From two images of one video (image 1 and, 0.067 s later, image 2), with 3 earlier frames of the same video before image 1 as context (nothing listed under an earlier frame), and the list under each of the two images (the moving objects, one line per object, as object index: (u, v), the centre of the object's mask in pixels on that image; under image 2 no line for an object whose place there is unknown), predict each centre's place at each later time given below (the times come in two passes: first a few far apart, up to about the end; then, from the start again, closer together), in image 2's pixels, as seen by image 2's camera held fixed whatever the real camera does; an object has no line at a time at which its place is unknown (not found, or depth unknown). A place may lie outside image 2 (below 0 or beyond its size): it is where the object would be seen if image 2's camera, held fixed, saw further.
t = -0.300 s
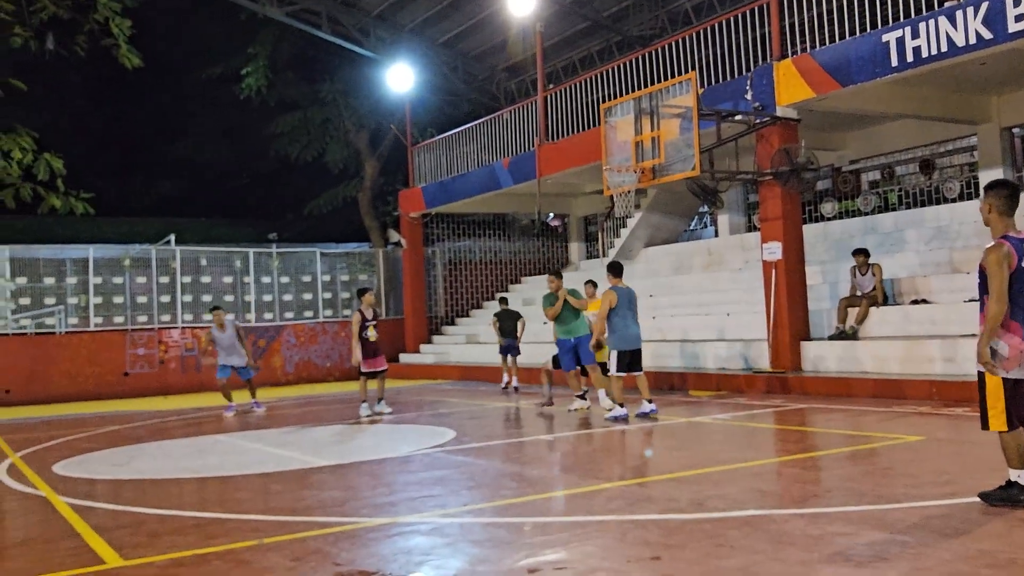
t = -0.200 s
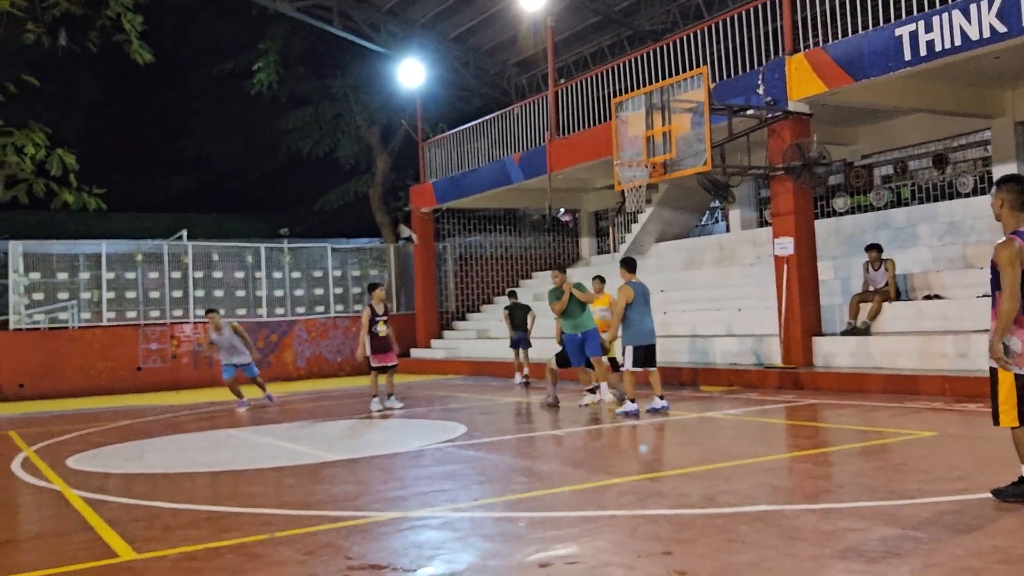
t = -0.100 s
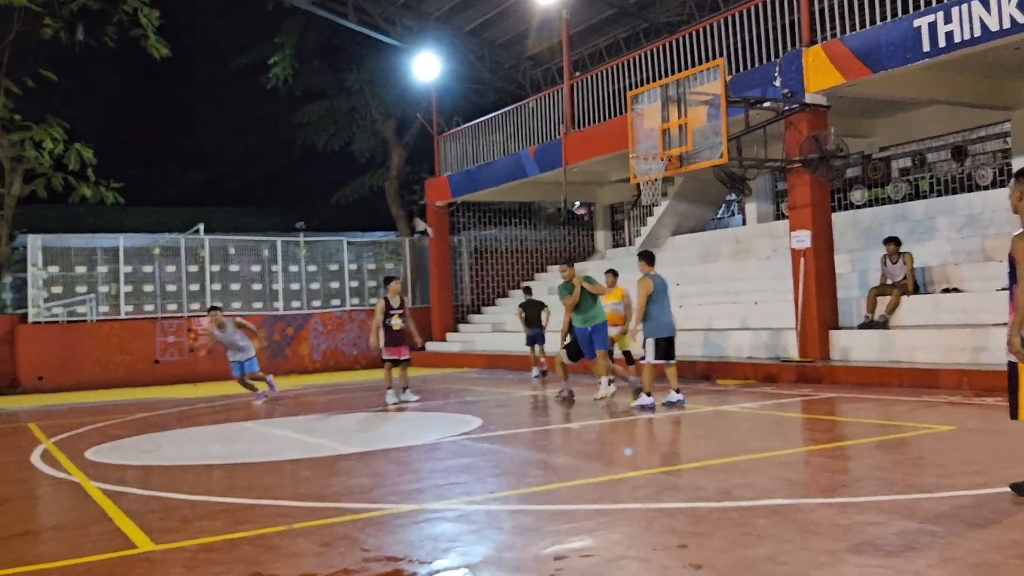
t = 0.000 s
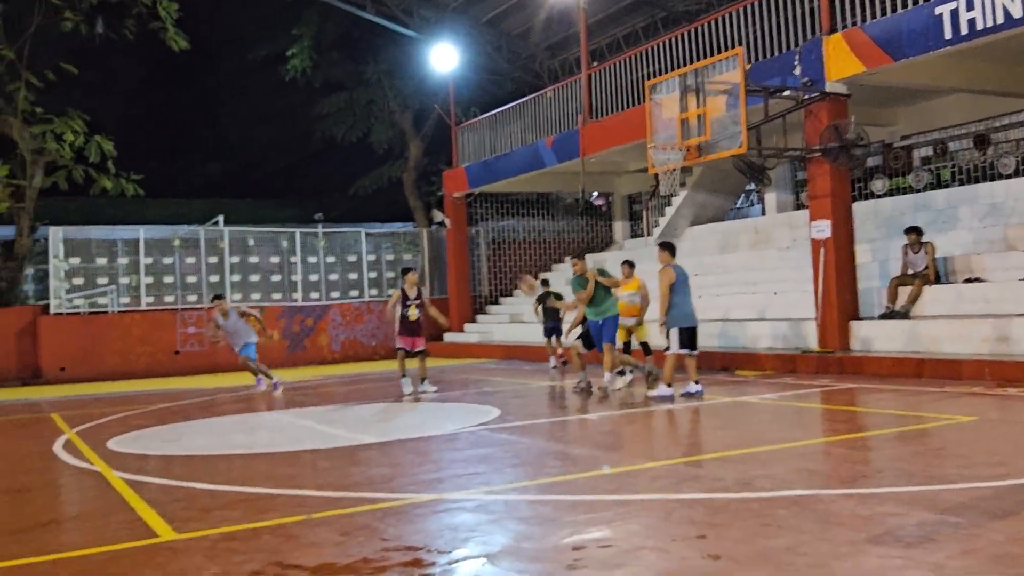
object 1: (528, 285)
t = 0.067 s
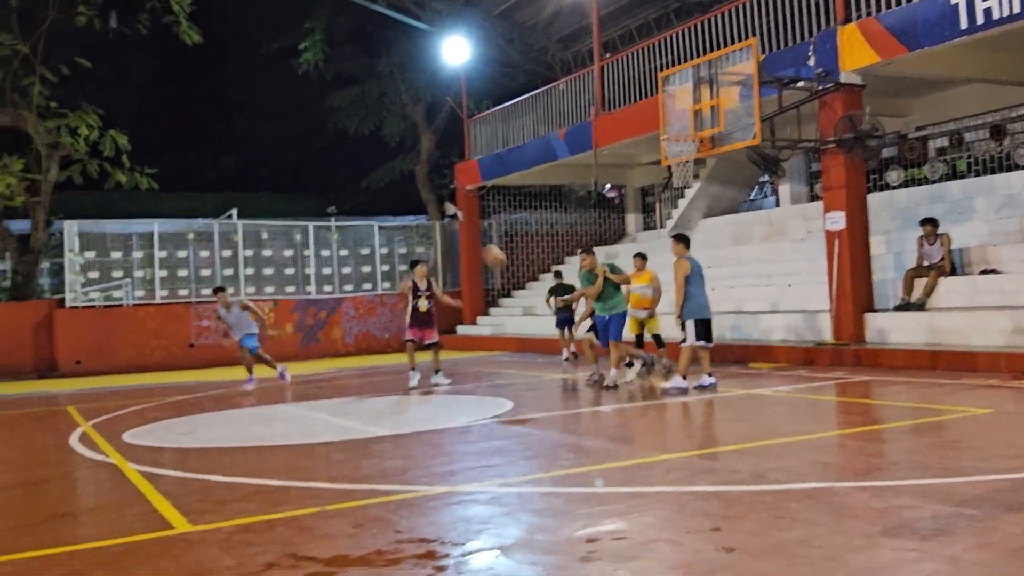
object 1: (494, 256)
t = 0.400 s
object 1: (201, 176)
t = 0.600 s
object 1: (-21, 165)
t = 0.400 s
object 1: (201, 176)
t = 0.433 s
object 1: (167, 172)
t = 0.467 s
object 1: (132, 168)
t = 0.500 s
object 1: (95, 166)
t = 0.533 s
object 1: (58, 166)
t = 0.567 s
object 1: (19, 165)
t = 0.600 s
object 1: (-21, 165)
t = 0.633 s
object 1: (-62, 167)
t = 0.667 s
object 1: (-101, 172)
